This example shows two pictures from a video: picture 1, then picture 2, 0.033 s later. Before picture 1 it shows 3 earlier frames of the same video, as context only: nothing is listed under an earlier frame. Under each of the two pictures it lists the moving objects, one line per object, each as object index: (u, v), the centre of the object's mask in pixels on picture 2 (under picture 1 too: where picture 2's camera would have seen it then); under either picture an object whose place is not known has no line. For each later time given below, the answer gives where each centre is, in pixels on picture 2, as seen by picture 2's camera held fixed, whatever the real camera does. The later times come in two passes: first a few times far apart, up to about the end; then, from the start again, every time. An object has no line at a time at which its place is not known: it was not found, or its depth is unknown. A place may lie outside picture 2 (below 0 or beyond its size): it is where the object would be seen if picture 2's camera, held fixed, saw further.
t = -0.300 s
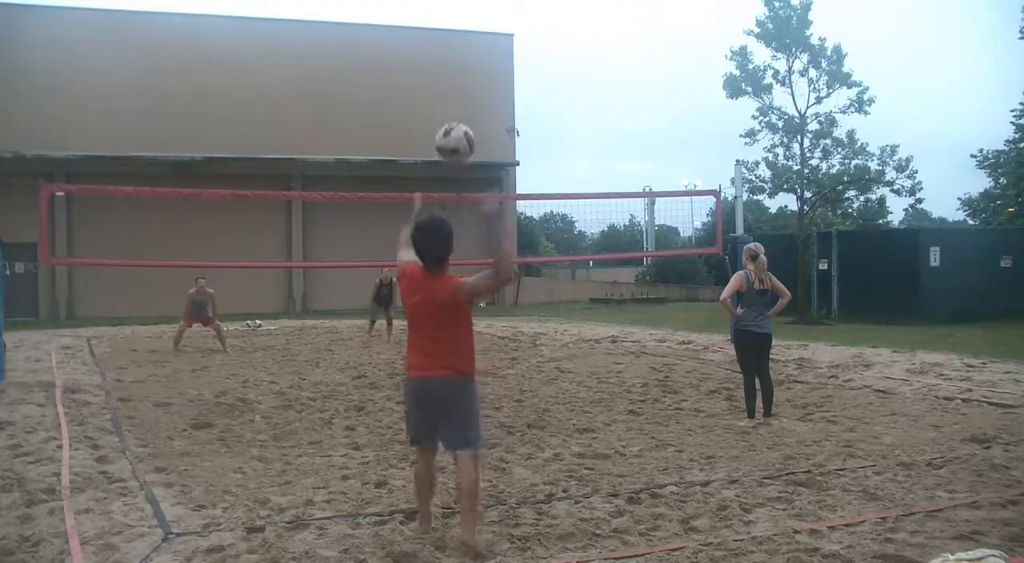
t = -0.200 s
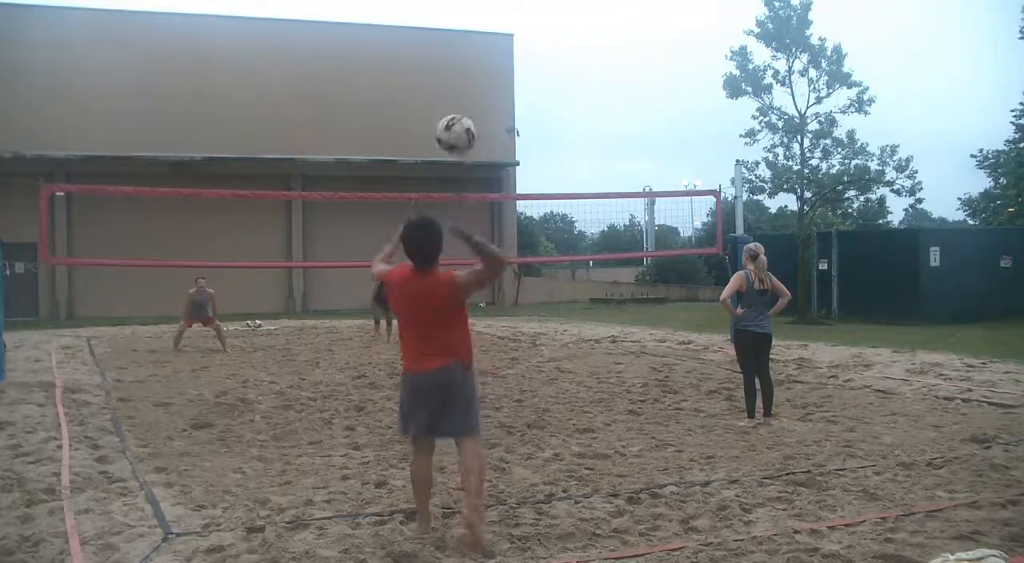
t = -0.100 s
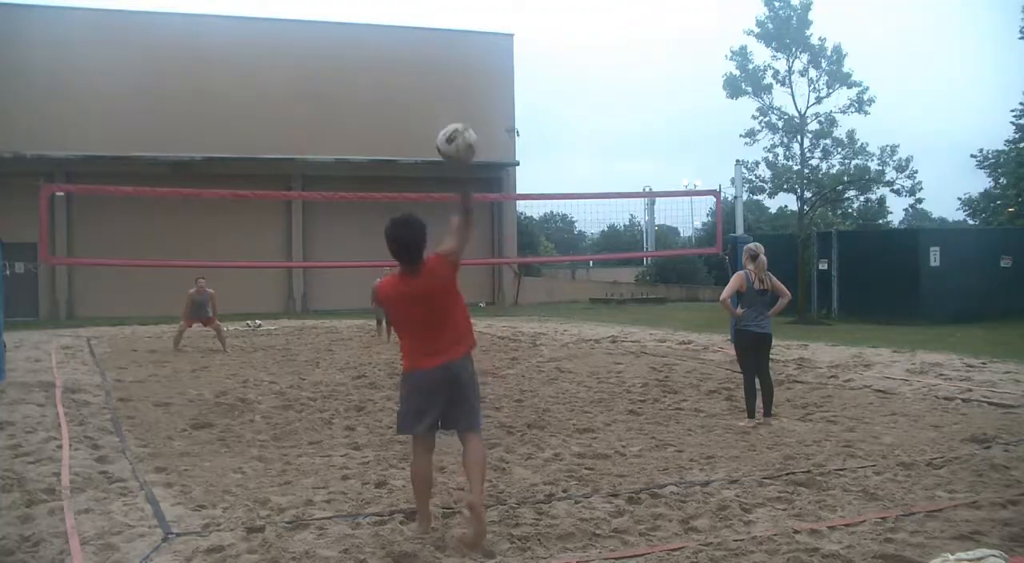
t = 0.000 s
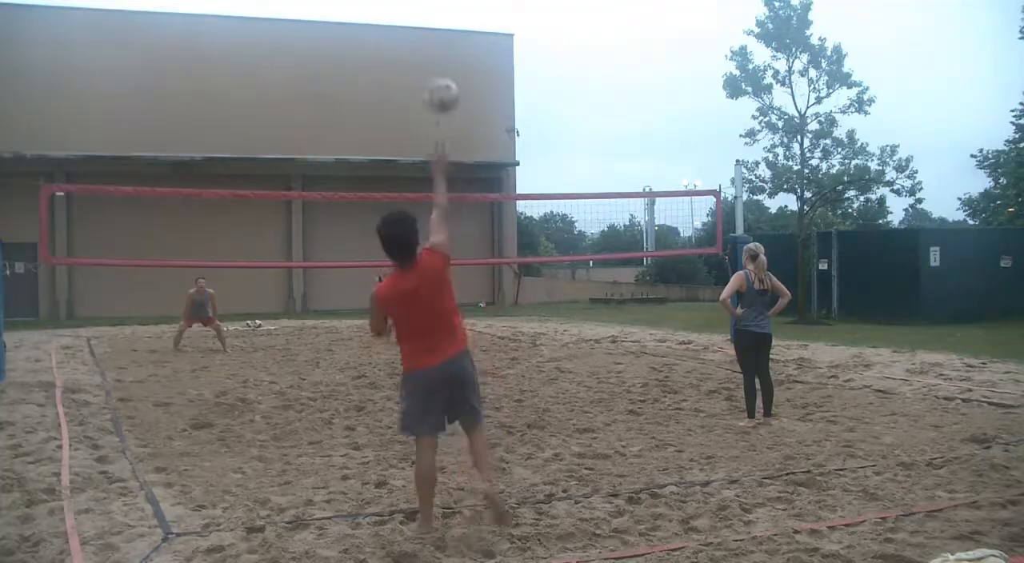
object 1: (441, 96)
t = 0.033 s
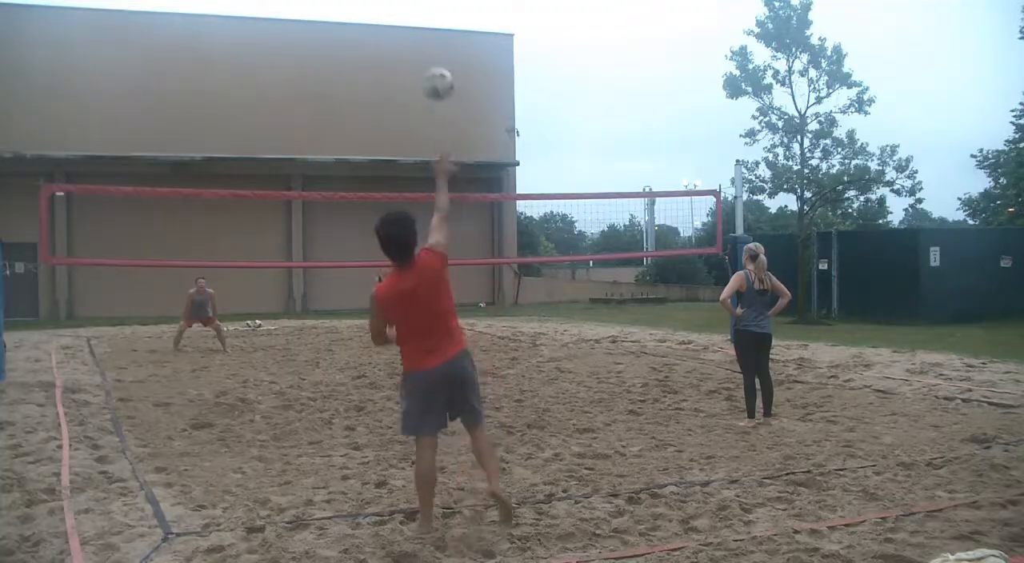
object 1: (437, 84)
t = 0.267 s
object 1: (421, 55)
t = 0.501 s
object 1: (407, 79)
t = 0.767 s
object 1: (394, 132)
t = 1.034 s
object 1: (389, 203)
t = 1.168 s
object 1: (387, 244)
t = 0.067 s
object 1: (435, 74)
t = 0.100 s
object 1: (432, 67)
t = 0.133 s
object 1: (429, 61)
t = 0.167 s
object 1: (425, 59)
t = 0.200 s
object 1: (425, 56)
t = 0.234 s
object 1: (423, 55)
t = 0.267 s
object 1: (421, 55)
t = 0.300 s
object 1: (420, 55)
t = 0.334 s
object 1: (417, 57)
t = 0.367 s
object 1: (414, 60)
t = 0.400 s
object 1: (413, 63)
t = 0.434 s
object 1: (411, 67)
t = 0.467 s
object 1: (409, 72)
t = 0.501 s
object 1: (407, 79)
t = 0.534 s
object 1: (406, 85)
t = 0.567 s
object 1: (404, 89)
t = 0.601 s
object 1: (402, 96)
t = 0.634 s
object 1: (400, 103)
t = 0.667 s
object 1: (397, 110)
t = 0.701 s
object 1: (396, 117)
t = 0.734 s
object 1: (394, 124)
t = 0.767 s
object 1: (394, 132)
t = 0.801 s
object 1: (393, 139)
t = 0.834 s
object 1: (393, 145)
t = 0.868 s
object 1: (394, 152)
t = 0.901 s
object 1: (391, 164)
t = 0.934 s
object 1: (390, 173)
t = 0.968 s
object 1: (390, 183)
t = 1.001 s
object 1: (390, 190)
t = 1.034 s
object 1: (389, 203)
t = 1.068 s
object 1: (389, 212)
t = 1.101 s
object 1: (388, 223)
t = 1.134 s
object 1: (387, 234)
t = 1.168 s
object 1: (387, 244)
